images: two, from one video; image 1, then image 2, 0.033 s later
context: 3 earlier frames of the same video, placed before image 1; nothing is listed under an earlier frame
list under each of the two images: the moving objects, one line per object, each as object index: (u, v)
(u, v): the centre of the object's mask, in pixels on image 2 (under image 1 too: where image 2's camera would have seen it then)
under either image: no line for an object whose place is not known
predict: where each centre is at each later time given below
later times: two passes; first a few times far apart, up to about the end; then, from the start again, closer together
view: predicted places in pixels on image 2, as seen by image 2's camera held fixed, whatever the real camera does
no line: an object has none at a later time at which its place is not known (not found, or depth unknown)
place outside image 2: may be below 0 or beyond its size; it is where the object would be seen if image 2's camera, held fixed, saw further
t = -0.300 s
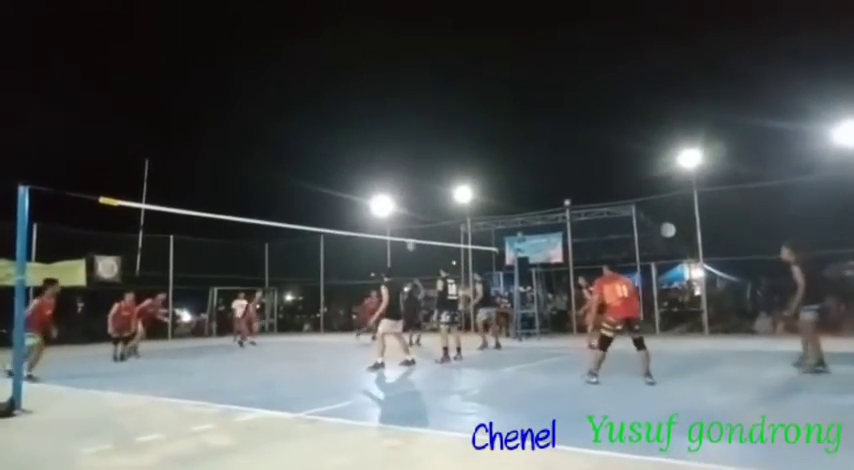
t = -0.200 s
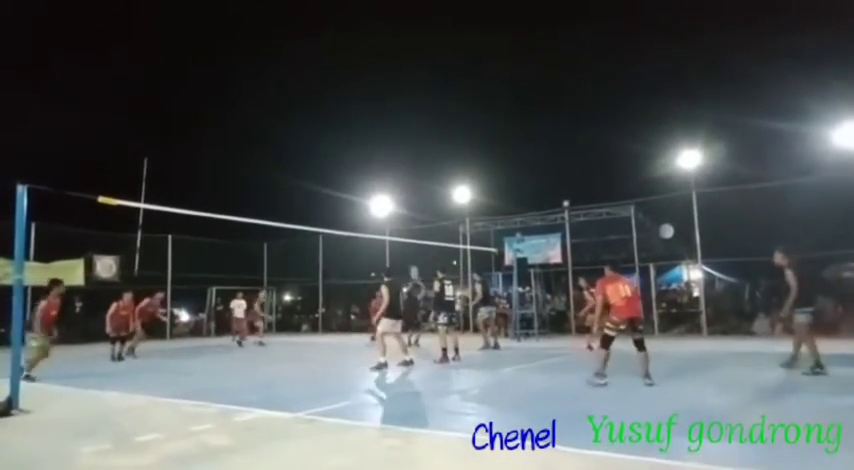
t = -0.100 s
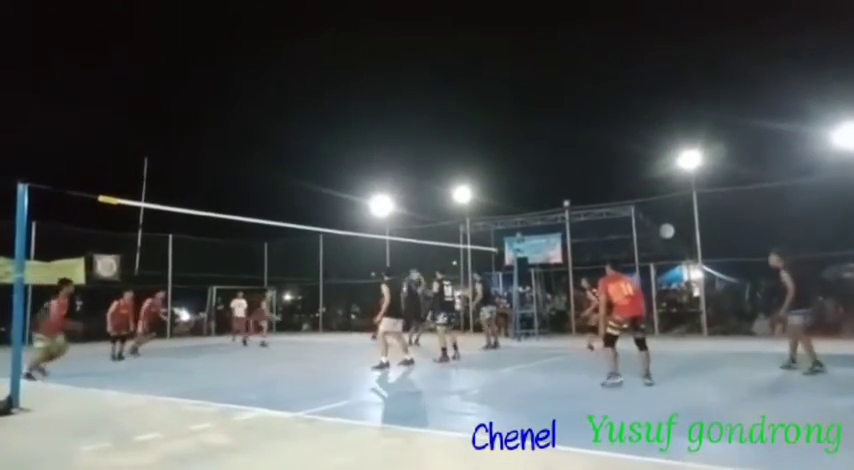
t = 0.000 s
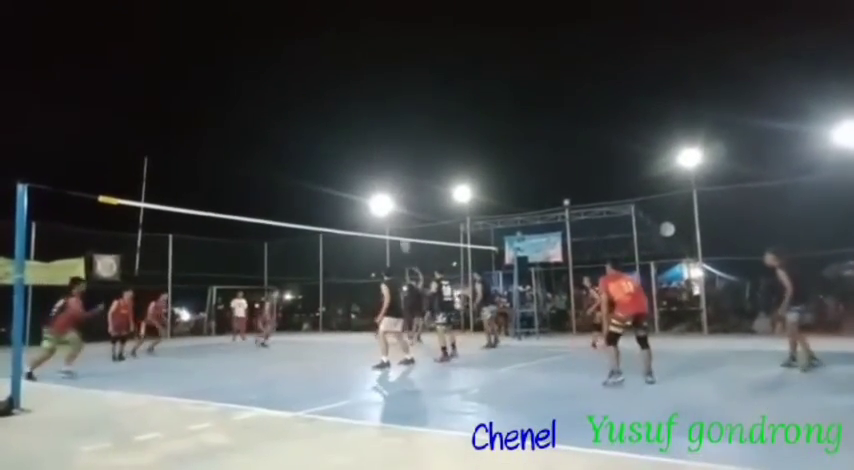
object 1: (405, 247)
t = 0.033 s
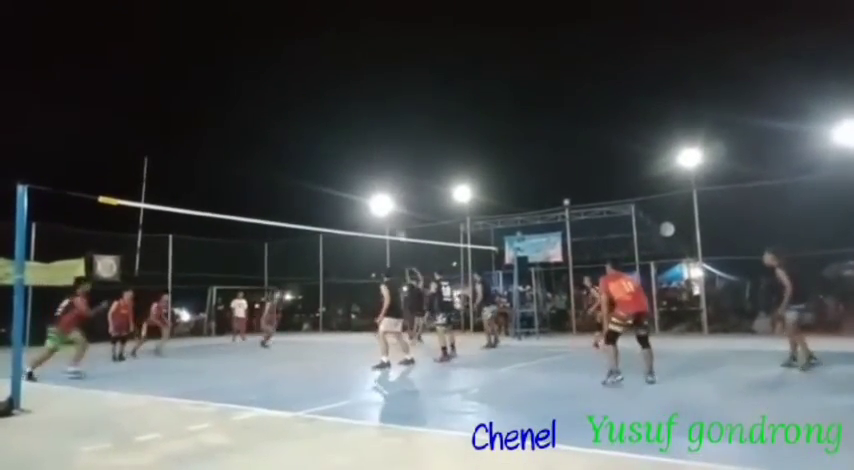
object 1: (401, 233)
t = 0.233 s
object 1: (379, 186)
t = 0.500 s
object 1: (348, 142)
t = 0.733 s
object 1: (317, 124)
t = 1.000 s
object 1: (277, 135)
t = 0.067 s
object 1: (397, 228)
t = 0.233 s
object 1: (379, 186)
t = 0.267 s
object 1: (376, 179)
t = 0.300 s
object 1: (372, 173)
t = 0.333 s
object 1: (367, 167)
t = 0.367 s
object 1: (364, 161)
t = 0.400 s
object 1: (360, 156)
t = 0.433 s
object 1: (356, 151)
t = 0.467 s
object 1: (351, 146)
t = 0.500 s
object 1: (348, 142)
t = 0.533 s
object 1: (343, 138)
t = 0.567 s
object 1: (339, 135)
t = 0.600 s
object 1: (335, 132)
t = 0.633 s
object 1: (330, 129)
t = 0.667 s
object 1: (326, 127)
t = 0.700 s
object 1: (322, 125)
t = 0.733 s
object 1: (317, 124)
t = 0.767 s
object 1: (312, 124)
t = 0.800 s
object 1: (308, 124)
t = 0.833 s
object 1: (303, 124)
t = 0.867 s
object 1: (298, 125)
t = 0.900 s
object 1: (293, 126)
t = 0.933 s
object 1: (288, 128)
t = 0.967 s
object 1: (283, 131)
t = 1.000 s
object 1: (277, 135)
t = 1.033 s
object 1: (272, 139)
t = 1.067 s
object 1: (266, 144)
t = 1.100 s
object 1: (261, 150)
